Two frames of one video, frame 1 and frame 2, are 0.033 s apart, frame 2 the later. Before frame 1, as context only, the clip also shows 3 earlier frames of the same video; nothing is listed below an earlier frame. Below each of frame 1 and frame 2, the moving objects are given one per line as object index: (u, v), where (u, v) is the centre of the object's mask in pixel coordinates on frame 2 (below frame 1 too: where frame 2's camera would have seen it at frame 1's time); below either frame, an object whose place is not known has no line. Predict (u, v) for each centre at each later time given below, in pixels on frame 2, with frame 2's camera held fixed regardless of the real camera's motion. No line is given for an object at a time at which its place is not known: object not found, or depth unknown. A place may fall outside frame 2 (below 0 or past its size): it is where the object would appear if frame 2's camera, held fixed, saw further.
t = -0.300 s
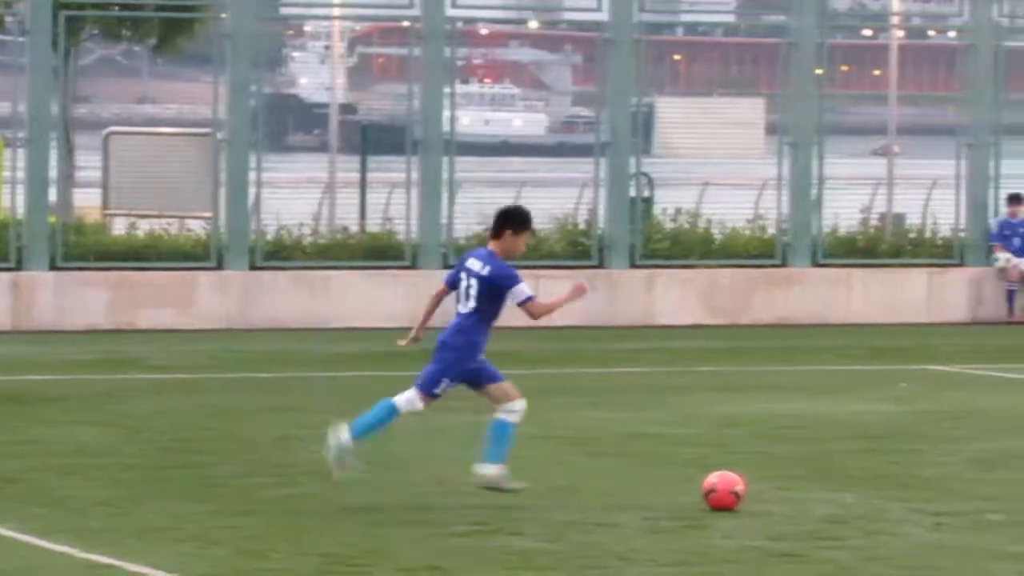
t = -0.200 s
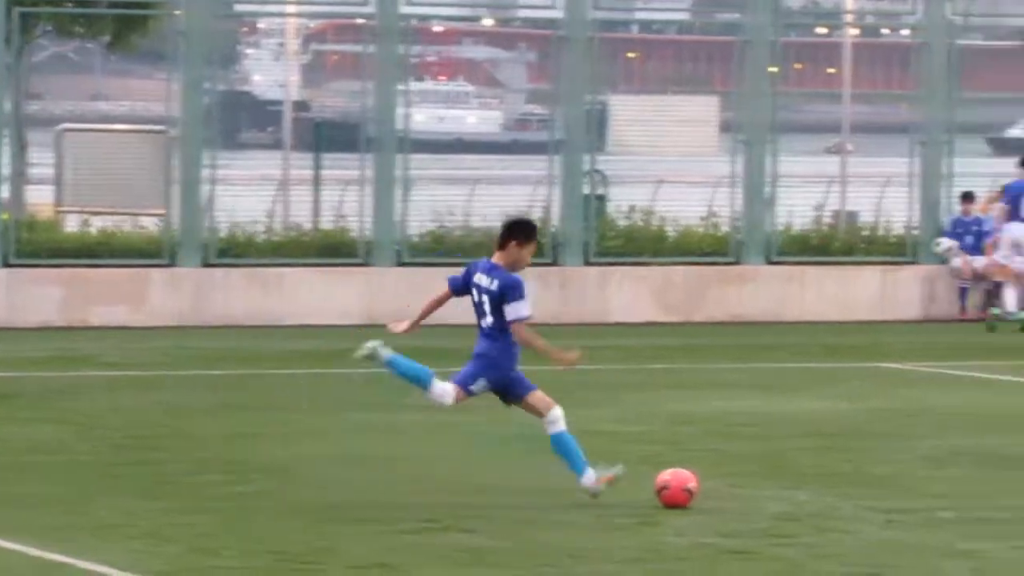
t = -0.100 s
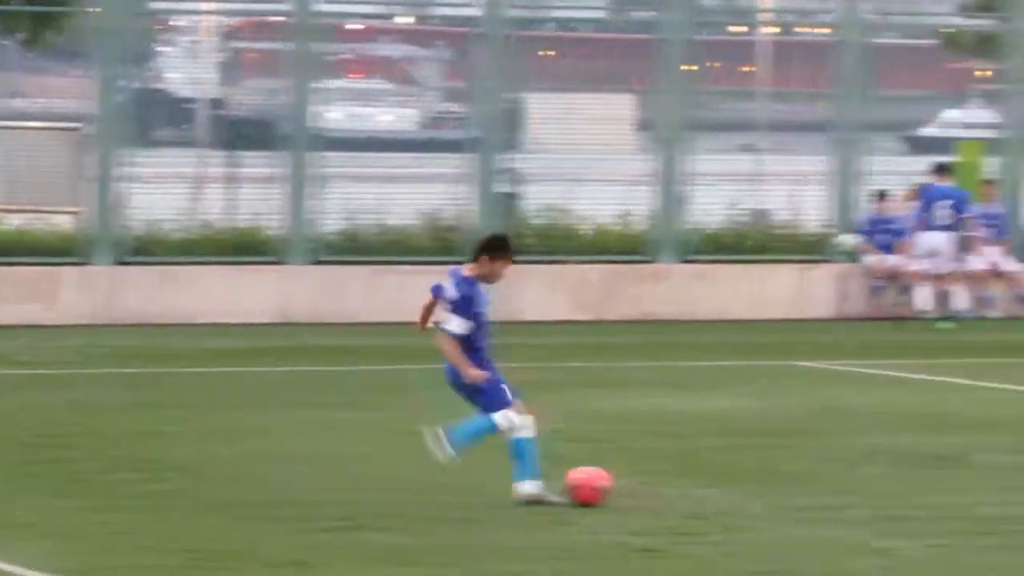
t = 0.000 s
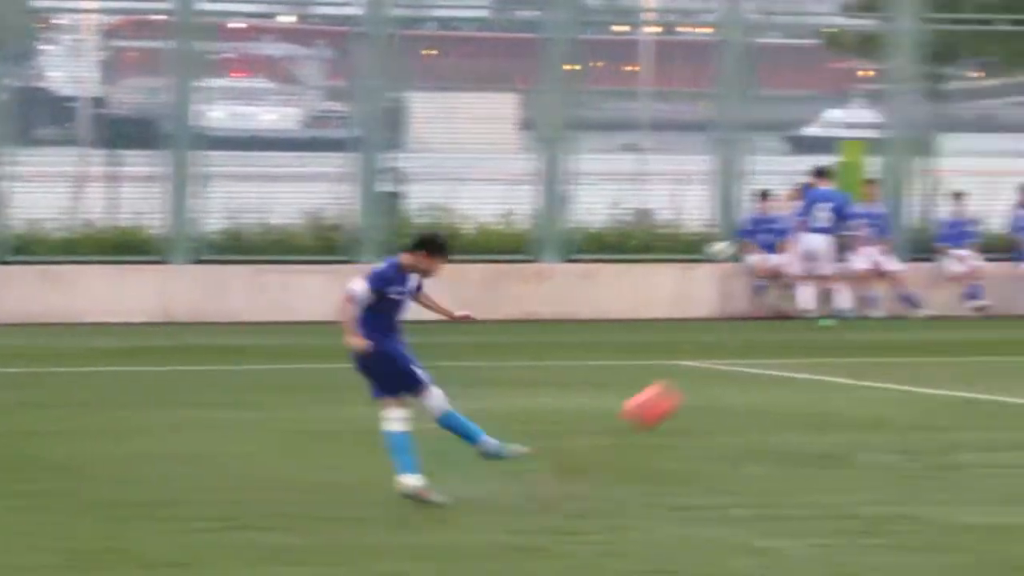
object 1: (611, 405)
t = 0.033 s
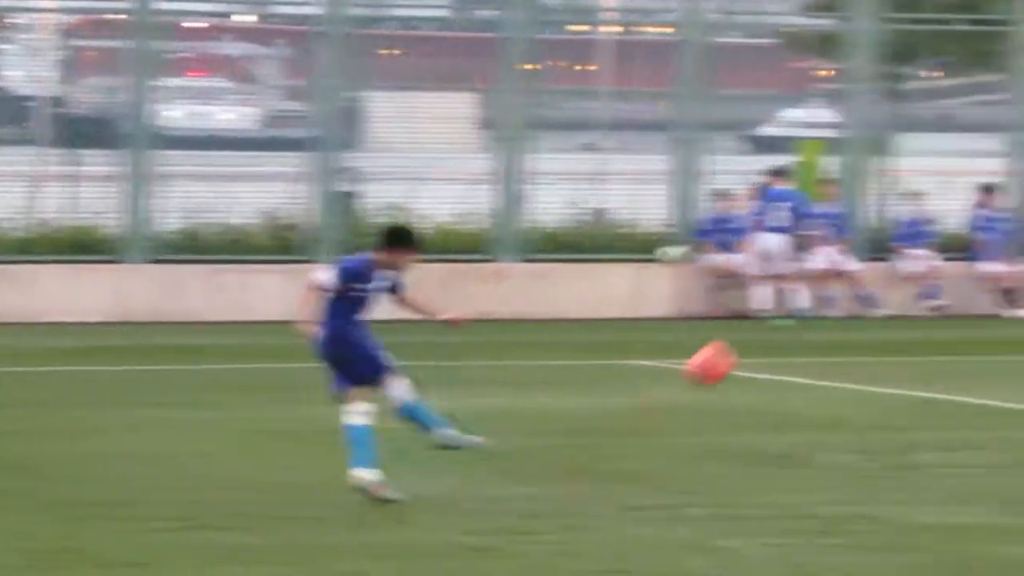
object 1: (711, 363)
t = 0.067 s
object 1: (805, 328)
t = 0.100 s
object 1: (901, 295)
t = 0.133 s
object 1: (994, 267)
